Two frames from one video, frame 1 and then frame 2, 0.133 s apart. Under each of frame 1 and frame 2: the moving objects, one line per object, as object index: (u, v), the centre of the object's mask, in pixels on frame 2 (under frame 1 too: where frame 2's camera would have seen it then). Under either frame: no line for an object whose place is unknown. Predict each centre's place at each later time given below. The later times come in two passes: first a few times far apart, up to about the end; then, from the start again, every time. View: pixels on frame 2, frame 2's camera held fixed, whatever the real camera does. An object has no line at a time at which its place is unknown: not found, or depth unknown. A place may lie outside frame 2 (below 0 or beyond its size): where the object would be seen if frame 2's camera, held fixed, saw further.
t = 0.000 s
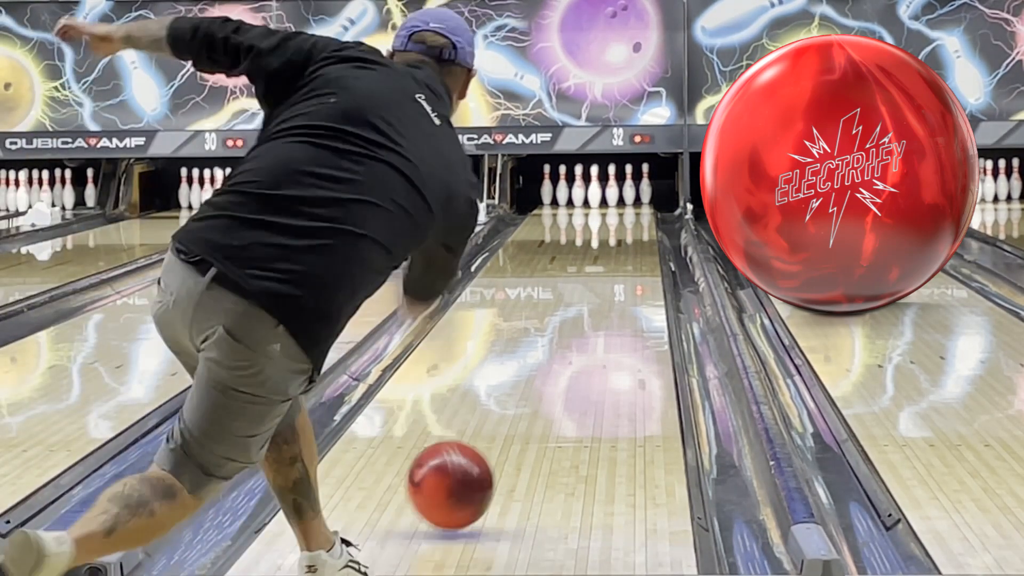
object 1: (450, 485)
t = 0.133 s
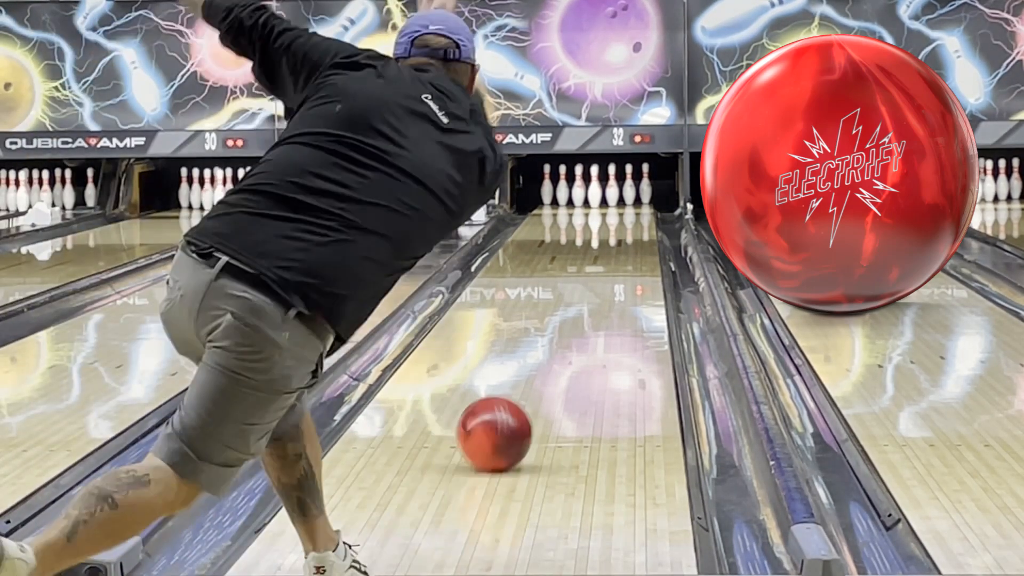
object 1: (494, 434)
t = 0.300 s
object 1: (534, 380)
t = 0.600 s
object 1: (579, 318)
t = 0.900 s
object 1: (607, 276)
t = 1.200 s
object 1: (624, 248)
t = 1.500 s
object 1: (634, 228)
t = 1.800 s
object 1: (634, 213)
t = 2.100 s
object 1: (621, 201)
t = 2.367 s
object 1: (608, 194)
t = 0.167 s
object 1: (503, 422)
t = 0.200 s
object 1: (512, 410)
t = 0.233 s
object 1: (520, 400)
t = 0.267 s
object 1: (527, 390)
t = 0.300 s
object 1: (534, 380)
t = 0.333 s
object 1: (540, 372)
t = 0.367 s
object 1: (546, 363)
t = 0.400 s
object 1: (552, 356)
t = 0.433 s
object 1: (557, 348)
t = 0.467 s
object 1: (562, 342)
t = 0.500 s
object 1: (567, 335)
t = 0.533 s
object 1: (571, 329)
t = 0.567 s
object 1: (575, 323)
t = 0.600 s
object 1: (579, 318)
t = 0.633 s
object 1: (583, 312)
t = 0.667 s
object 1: (586, 307)
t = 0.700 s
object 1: (590, 303)
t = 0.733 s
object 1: (593, 298)
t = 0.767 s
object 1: (596, 293)
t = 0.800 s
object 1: (599, 289)
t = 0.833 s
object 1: (601, 285)
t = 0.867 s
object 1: (604, 281)
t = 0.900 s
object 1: (607, 276)
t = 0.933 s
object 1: (609, 273)
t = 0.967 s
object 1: (611, 269)
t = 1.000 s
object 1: (613, 266)
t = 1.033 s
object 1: (615, 262)
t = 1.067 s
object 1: (617, 259)
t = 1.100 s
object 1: (619, 257)
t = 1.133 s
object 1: (621, 254)
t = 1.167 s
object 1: (622, 251)
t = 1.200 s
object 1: (624, 248)
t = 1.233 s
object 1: (625, 246)
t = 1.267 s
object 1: (626, 243)
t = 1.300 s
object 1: (628, 241)
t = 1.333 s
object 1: (629, 238)
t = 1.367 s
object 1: (630, 236)
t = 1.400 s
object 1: (630, 234)
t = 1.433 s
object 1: (632, 232)
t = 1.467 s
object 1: (633, 230)
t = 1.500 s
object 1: (634, 228)
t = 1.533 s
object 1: (634, 226)
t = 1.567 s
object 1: (635, 224)
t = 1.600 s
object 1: (635, 222)
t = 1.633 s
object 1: (635, 220)
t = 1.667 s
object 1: (636, 219)
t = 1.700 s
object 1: (636, 217)
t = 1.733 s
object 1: (636, 215)
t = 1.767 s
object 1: (635, 214)
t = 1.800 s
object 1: (634, 213)
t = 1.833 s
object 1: (633, 211)
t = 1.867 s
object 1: (632, 209)
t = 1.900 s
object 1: (631, 208)
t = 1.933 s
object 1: (630, 207)
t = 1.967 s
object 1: (628, 206)
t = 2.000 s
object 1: (627, 205)
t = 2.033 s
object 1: (625, 203)
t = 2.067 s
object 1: (623, 202)
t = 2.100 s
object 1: (621, 201)
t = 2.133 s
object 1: (618, 200)
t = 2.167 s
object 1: (615, 199)
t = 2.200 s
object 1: (612, 198)
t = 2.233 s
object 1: (610, 197)
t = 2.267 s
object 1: (607, 197)
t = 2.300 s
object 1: (607, 196)
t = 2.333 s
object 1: (608, 195)
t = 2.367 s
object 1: (608, 194)
